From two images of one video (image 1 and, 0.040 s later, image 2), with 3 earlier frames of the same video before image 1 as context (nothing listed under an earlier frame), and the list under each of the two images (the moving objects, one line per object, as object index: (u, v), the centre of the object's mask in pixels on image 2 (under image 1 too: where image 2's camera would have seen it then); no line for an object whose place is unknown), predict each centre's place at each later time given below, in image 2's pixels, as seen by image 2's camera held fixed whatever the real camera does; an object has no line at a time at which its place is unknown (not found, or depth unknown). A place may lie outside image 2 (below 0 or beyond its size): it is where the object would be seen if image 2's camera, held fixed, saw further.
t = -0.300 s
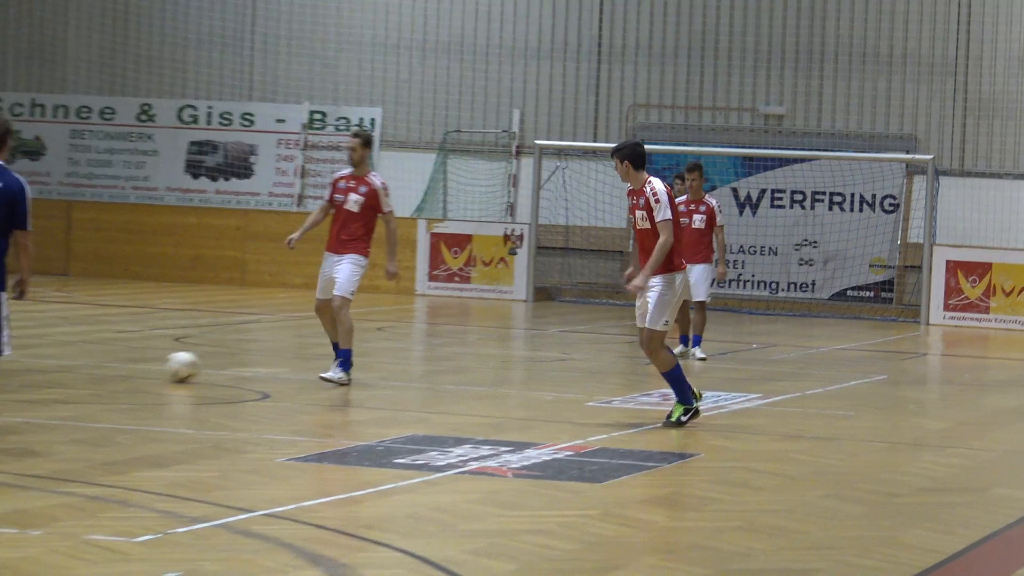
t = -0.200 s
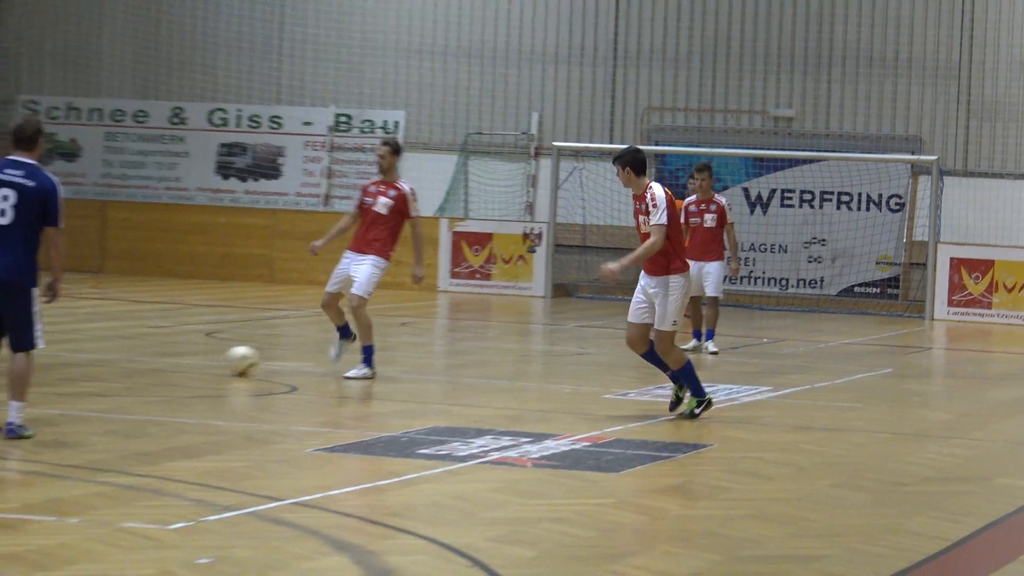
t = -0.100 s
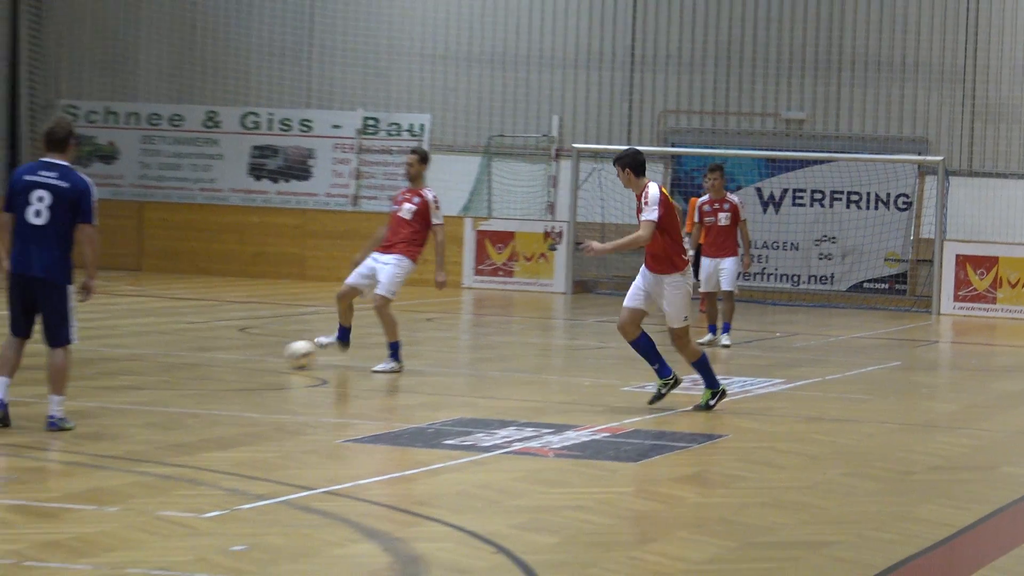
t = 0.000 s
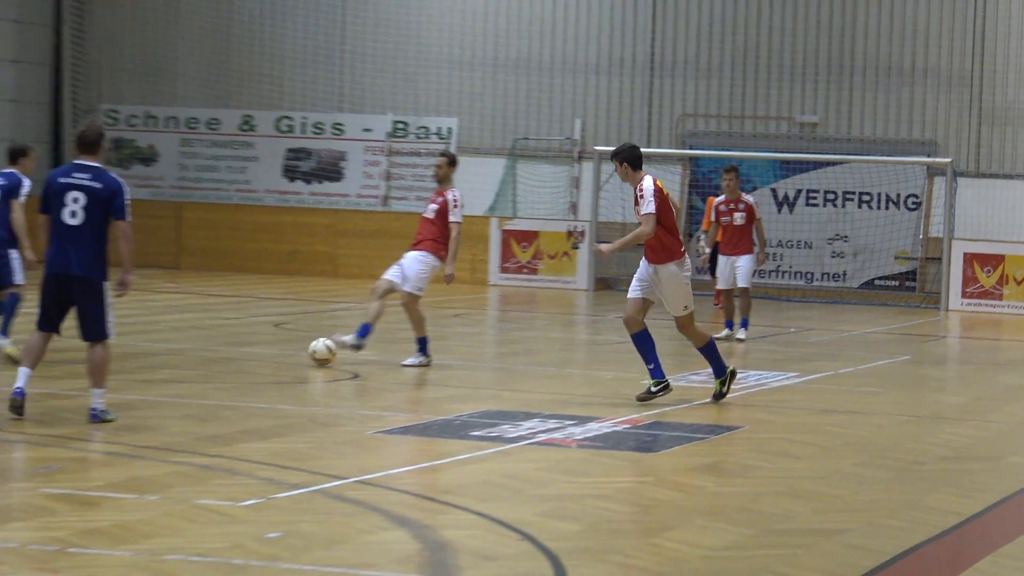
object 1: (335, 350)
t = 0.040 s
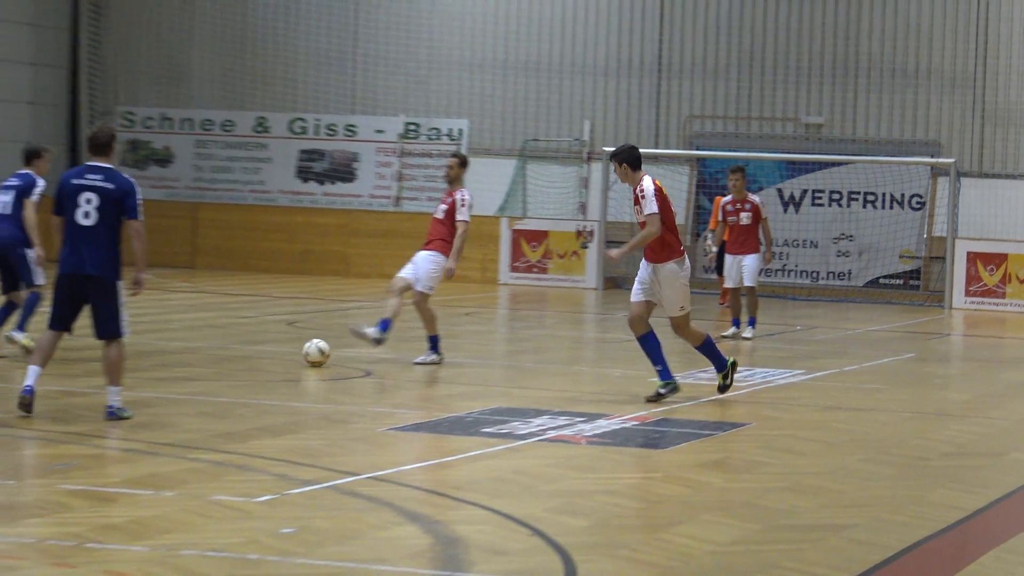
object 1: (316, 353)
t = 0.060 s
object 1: (307, 353)
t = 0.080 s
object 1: (298, 353)
